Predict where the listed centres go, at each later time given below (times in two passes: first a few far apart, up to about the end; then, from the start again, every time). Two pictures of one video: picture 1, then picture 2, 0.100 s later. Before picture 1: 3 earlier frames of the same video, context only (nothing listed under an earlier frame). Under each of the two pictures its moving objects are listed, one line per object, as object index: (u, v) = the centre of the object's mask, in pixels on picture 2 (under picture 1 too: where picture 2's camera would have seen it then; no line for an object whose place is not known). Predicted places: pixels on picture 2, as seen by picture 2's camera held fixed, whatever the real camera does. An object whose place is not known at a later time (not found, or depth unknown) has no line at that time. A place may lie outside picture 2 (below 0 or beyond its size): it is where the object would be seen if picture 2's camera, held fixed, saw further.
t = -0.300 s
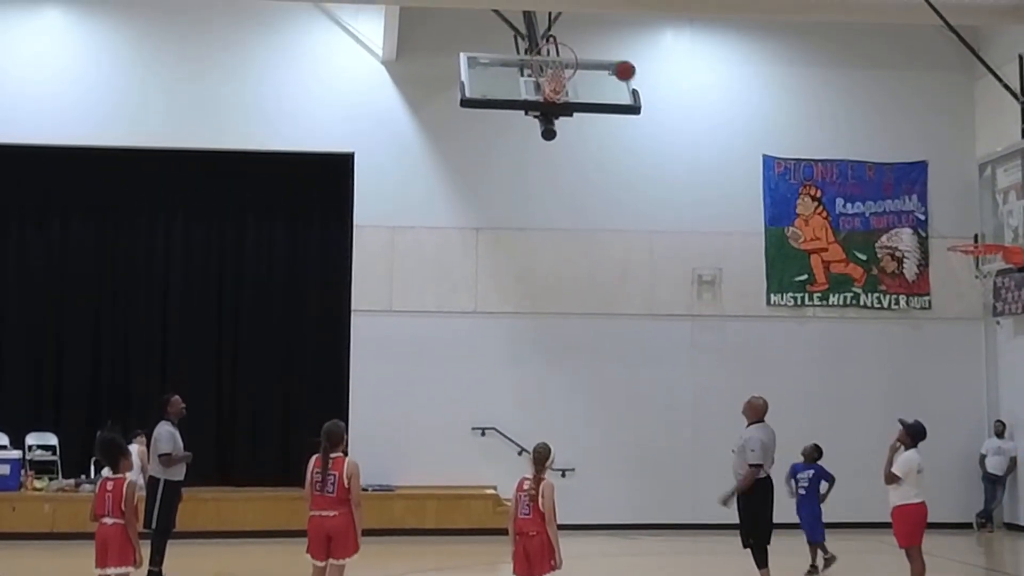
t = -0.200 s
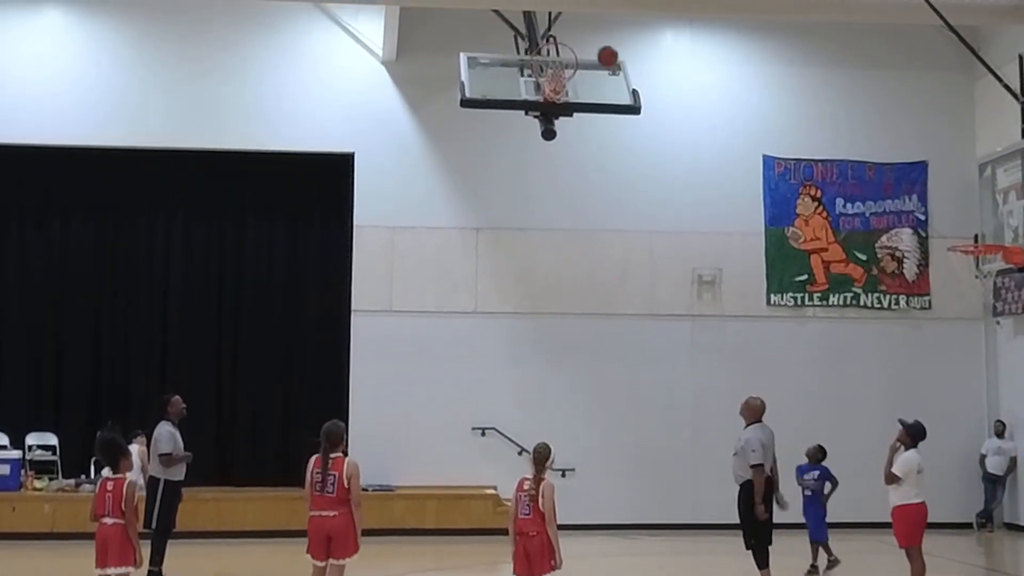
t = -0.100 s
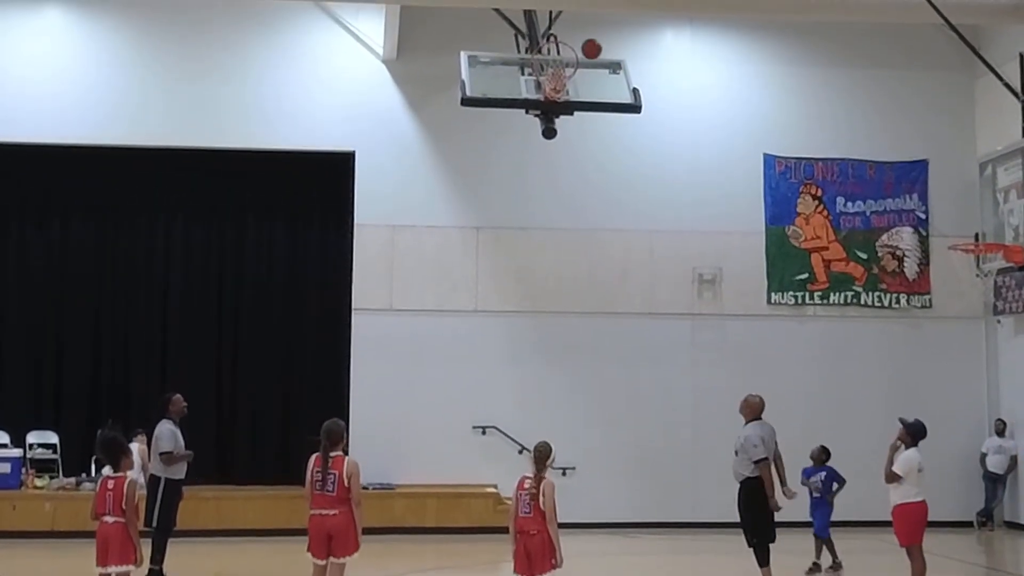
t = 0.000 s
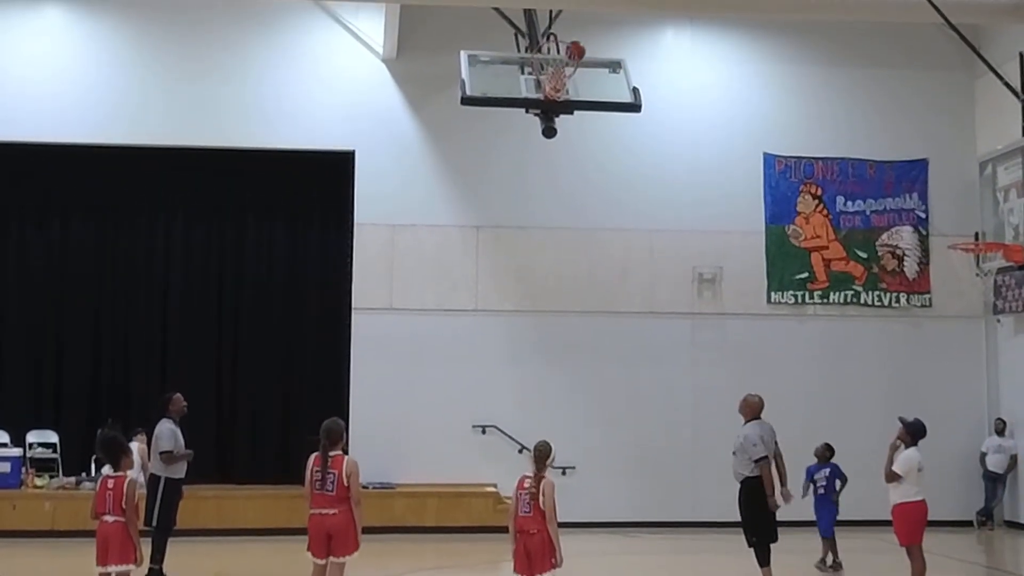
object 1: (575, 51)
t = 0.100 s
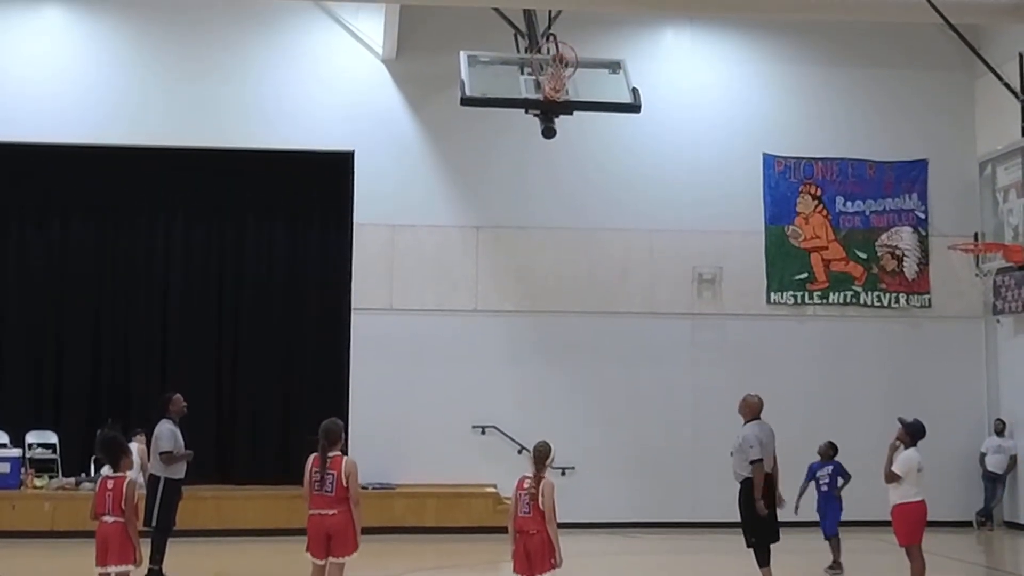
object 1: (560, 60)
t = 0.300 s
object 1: (555, 49)
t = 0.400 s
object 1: (553, 53)
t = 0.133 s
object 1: (559, 58)
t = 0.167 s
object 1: (557, 55)
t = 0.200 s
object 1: (557, 53)
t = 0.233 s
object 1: (556, 51)
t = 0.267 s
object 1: (555, 49)
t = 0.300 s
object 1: (555, 49)
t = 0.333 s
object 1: (555, 50)
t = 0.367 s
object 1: (554, 51)
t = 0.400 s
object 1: (553, 53)
